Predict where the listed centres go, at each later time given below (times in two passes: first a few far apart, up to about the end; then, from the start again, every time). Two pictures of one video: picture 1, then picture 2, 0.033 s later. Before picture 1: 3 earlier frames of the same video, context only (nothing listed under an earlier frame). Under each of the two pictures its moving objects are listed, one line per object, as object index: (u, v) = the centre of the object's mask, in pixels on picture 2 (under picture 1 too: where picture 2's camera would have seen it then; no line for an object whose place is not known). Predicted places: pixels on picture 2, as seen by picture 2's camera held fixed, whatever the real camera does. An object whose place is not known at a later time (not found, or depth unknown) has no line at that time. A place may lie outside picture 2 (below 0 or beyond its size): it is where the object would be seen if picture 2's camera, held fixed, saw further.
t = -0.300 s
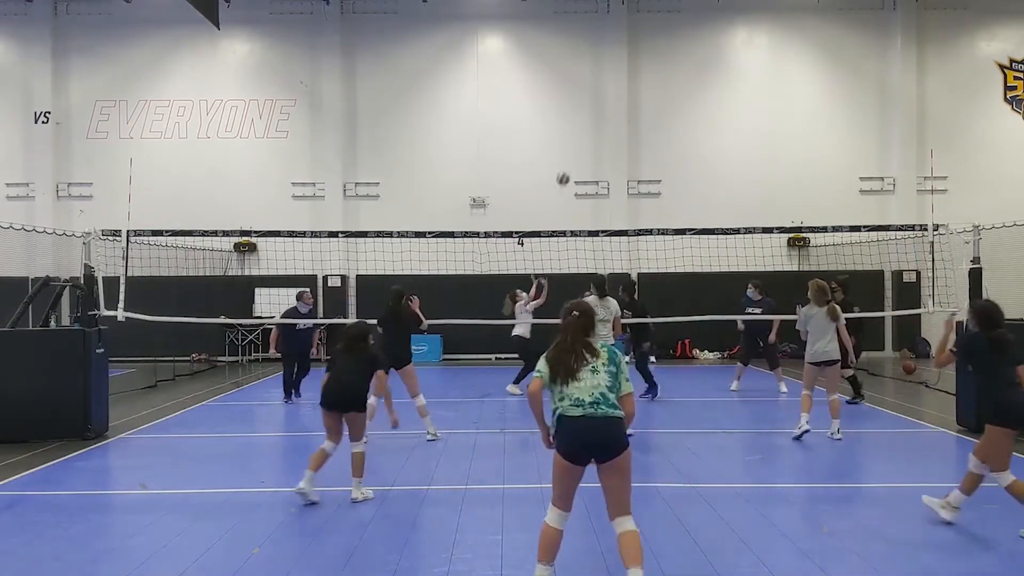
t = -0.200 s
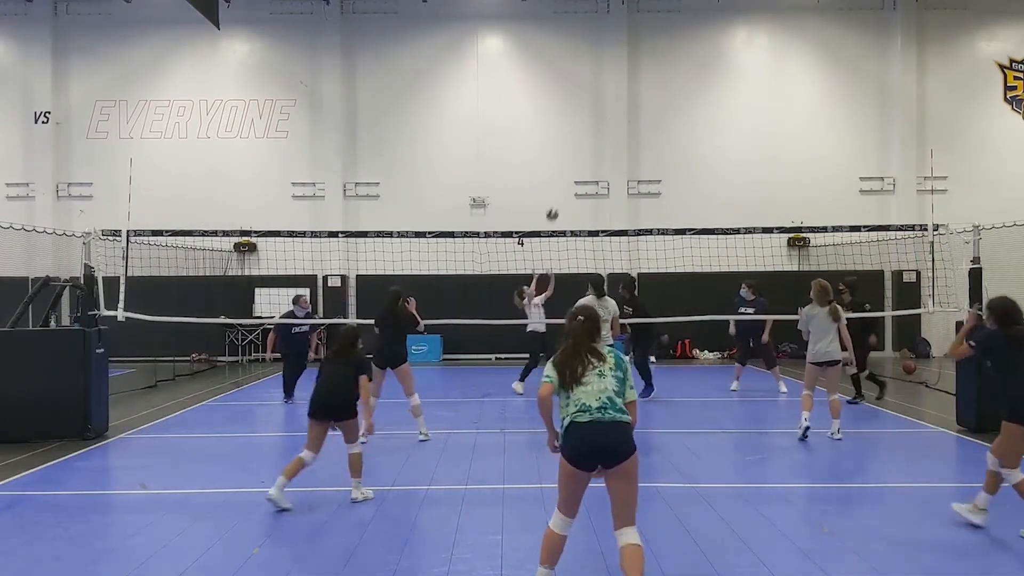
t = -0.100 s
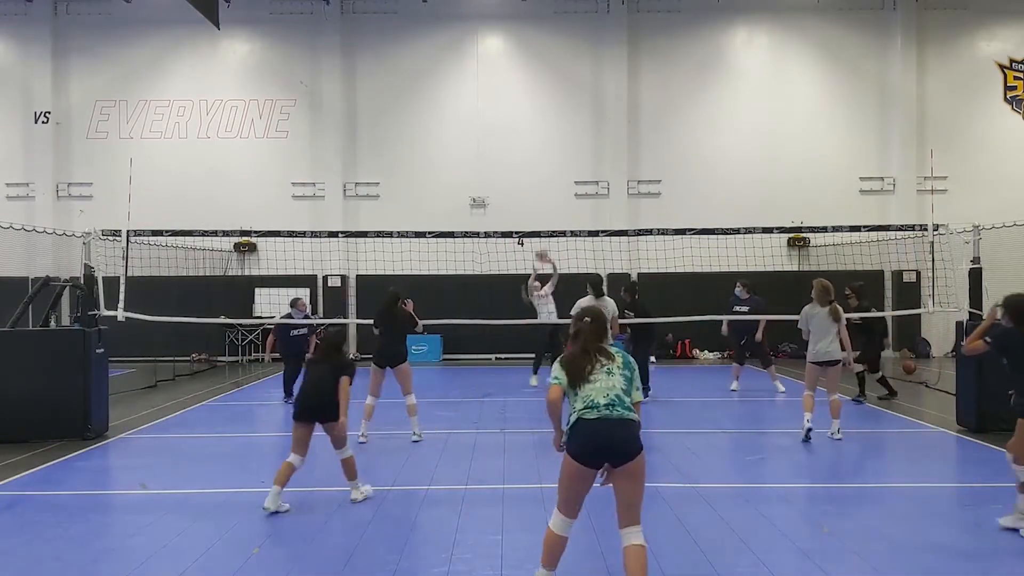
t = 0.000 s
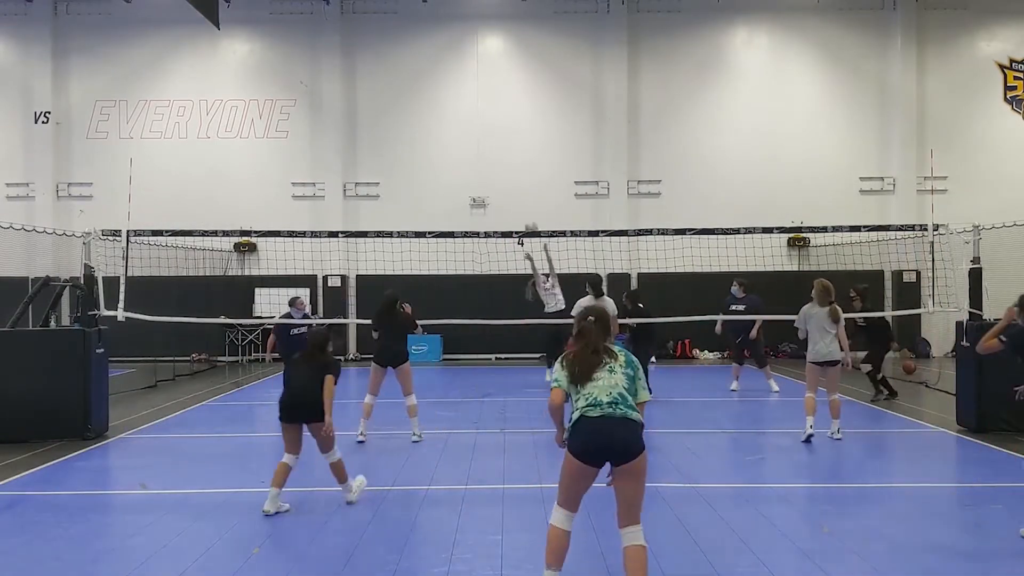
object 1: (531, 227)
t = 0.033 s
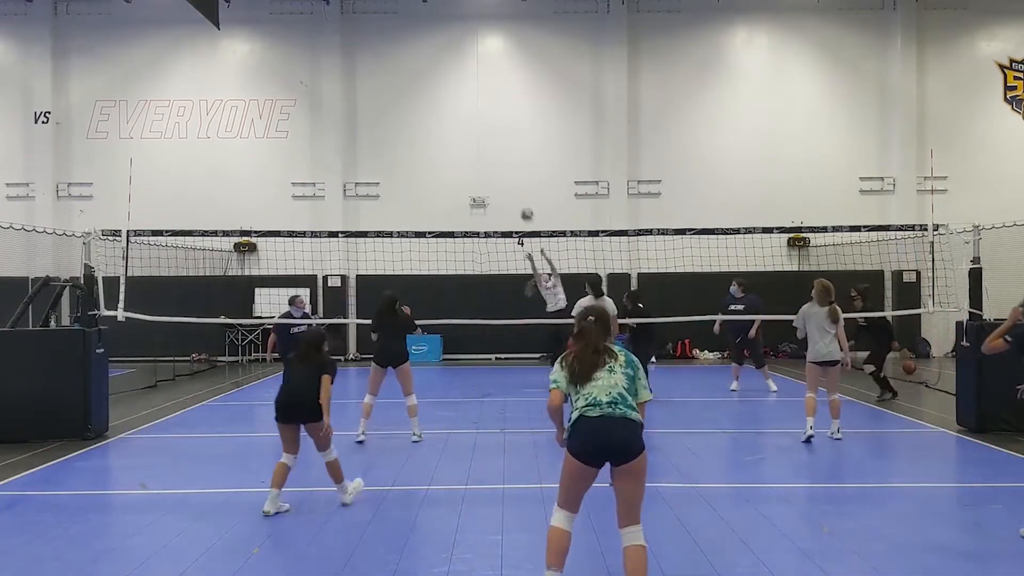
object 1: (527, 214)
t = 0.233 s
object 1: (499, 143)
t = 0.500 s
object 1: (461, 85)
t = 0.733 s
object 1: (427, 74)
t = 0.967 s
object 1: (393, 100)
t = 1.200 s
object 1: (359, 165)
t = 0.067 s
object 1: (522, 201)
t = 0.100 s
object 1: (518, 188)
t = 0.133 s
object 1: (513, 176)
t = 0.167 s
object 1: (508, 164)
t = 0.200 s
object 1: (504, 153)
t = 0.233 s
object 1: (499, 143)
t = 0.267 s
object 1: (494, 133)
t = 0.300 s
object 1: (489, 124)
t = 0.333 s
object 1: (484, 116)
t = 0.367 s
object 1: (480, 108)
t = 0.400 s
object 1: (475, 101)
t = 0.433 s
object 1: (470, 96)
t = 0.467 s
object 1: (466, 90)
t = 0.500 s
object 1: (461, 85)
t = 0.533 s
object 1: (456, 81)
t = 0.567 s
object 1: (451, 78)
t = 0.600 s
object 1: (447, 76)
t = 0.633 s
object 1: (442, 74)
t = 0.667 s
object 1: (437, 73)
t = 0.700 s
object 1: (432, 73)
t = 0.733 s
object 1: (427, 74)
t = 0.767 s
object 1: (423, 75)
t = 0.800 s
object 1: (417, 77)
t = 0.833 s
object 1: (413, 80)
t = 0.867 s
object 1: (408, 84)
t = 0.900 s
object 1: (403, 89)
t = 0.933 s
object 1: (398, 93)
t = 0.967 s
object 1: (393, 100)
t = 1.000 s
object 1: (388, 106)
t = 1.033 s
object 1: (384, 114)
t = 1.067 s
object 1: (379, 123)
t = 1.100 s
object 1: (374, 133)
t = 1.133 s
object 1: (368, 143)
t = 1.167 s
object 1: (363, 154)
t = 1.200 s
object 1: (359, 165)
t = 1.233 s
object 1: (355, 178)
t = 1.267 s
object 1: (350, 192)
